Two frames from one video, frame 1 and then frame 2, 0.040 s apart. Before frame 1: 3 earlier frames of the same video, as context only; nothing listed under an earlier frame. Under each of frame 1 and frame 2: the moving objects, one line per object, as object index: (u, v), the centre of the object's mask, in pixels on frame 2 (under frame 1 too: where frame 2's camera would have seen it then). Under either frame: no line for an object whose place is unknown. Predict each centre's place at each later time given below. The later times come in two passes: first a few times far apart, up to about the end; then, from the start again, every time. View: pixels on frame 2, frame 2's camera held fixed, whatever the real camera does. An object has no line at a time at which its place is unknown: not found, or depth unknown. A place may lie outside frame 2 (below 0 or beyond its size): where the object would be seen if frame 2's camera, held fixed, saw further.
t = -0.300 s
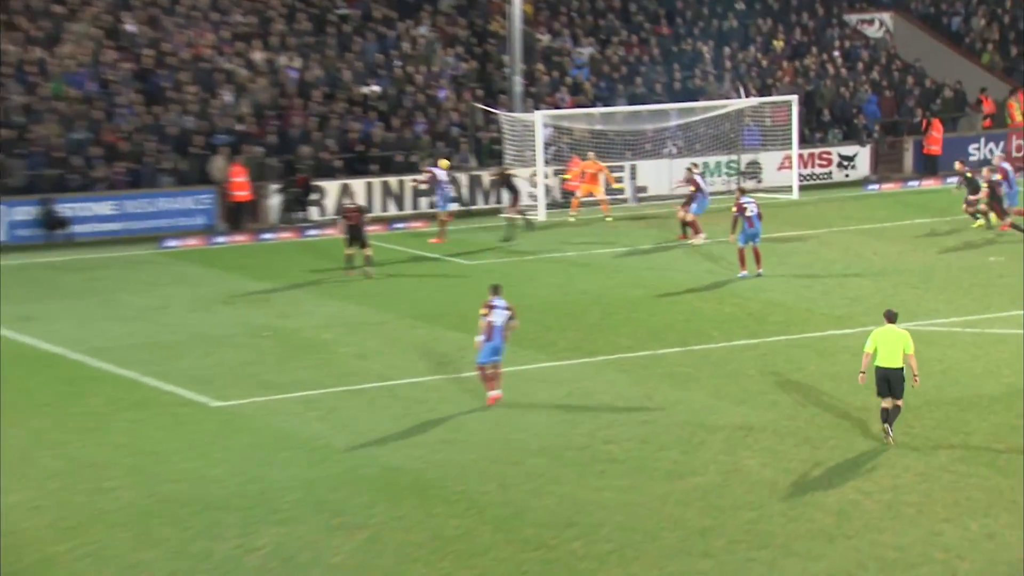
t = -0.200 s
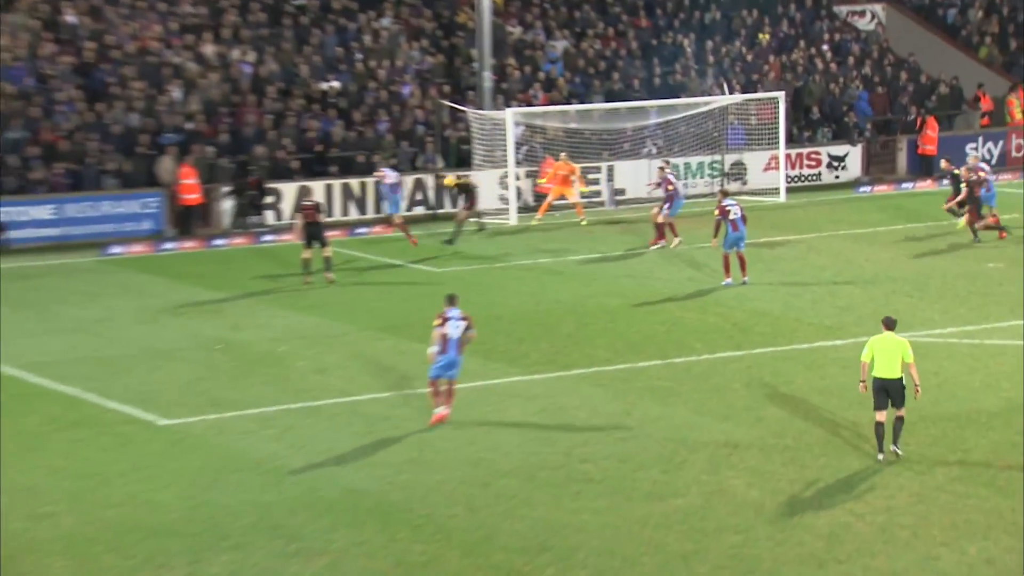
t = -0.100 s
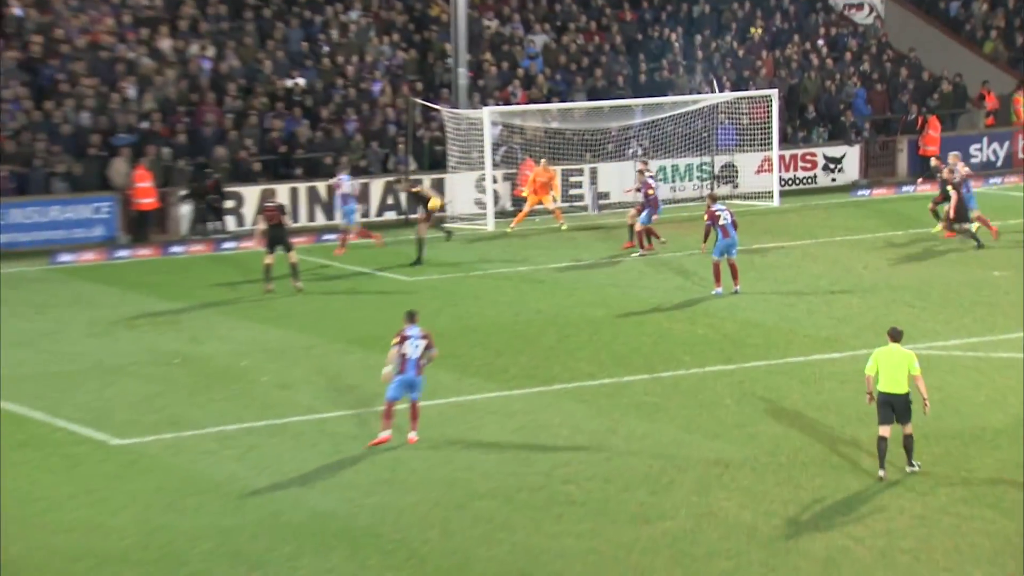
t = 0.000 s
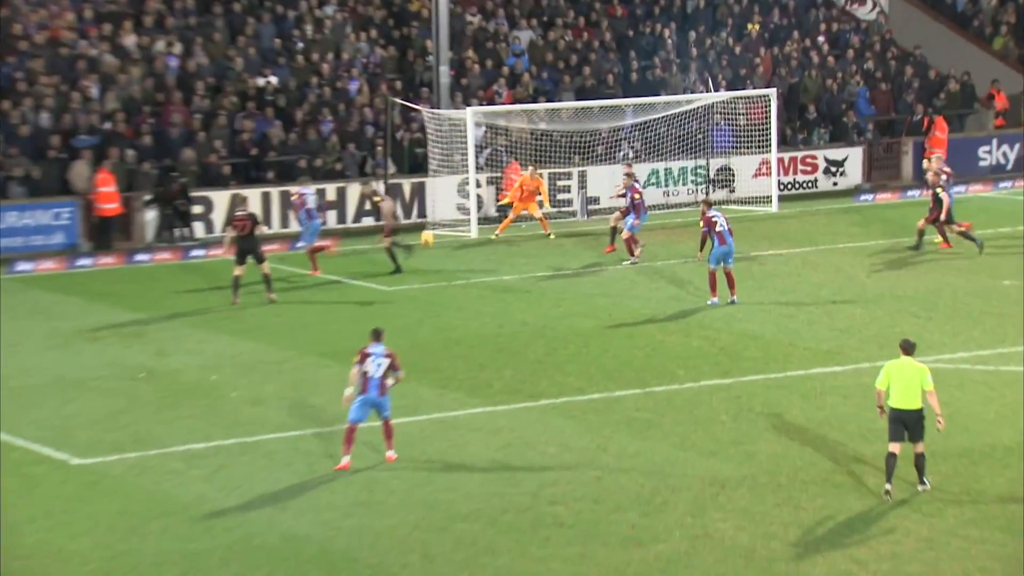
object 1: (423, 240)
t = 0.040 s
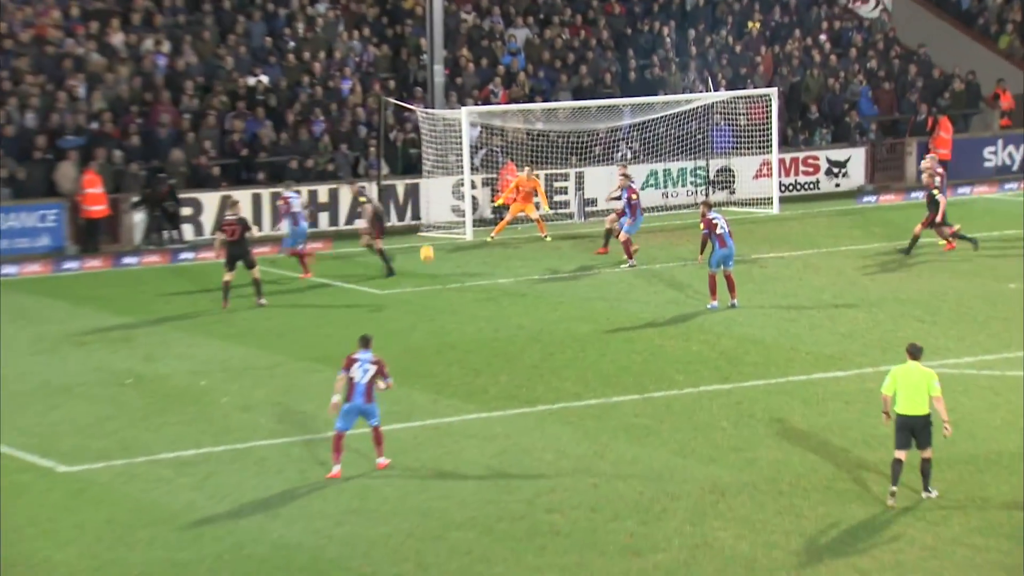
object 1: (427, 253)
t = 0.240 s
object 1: (451, 297)
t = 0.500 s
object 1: (480, 274)
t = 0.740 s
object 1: (510, 293)
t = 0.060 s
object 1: (429, 260)
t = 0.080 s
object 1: (431, 269)
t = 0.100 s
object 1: (434, 276)
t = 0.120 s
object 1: (437, 284)
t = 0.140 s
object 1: (439, 294)
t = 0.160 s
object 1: (442, 301)
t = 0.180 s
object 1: (445, 308)
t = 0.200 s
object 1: (447, 305)
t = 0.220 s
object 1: (449, 301)
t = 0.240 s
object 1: (451, 297)
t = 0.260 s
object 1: (453, 294)
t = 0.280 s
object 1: (455, 291)
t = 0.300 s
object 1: (458, 287)
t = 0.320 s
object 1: (460, 285)
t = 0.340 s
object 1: (462, 282)
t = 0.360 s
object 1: (464, 281)
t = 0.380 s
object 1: (466, 279)
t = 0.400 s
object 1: (469, 277)
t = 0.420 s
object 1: (471, 276)
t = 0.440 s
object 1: (473, 275)
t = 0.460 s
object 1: (476, 275)
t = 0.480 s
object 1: (478, 274)
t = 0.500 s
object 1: (480, 274)
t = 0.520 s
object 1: (483, 274)
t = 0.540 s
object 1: (485, 274)
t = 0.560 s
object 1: (488, 275)
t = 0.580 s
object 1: (490, 275)
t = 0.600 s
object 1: (492, 277)
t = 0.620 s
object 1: (495, 278)
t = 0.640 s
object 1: (498, 280)
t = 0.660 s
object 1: (500, 282)
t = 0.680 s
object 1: (502, 285)
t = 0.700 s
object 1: (504, 287)
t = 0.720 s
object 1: (507, 290)
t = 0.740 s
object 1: (510, 293)
